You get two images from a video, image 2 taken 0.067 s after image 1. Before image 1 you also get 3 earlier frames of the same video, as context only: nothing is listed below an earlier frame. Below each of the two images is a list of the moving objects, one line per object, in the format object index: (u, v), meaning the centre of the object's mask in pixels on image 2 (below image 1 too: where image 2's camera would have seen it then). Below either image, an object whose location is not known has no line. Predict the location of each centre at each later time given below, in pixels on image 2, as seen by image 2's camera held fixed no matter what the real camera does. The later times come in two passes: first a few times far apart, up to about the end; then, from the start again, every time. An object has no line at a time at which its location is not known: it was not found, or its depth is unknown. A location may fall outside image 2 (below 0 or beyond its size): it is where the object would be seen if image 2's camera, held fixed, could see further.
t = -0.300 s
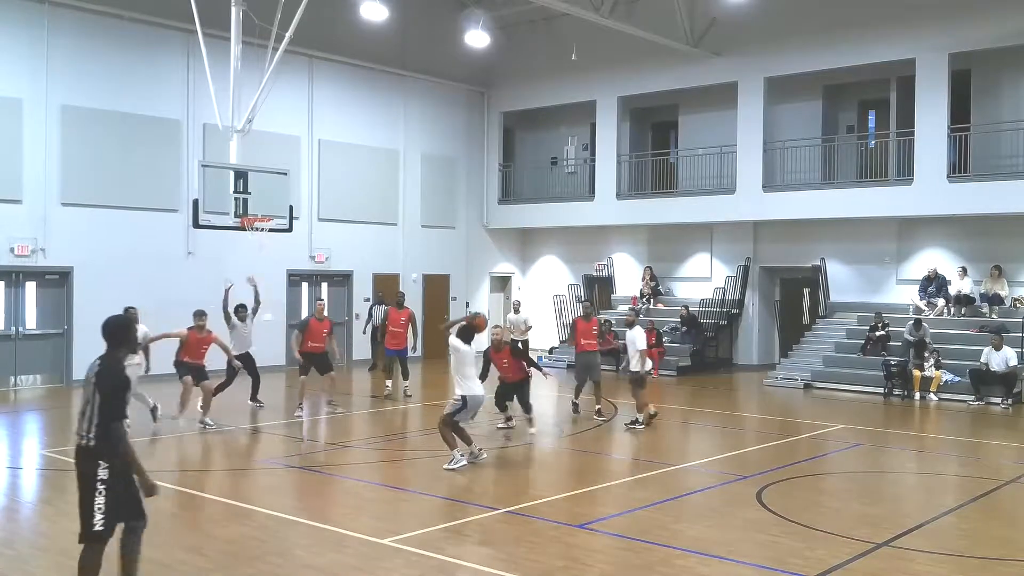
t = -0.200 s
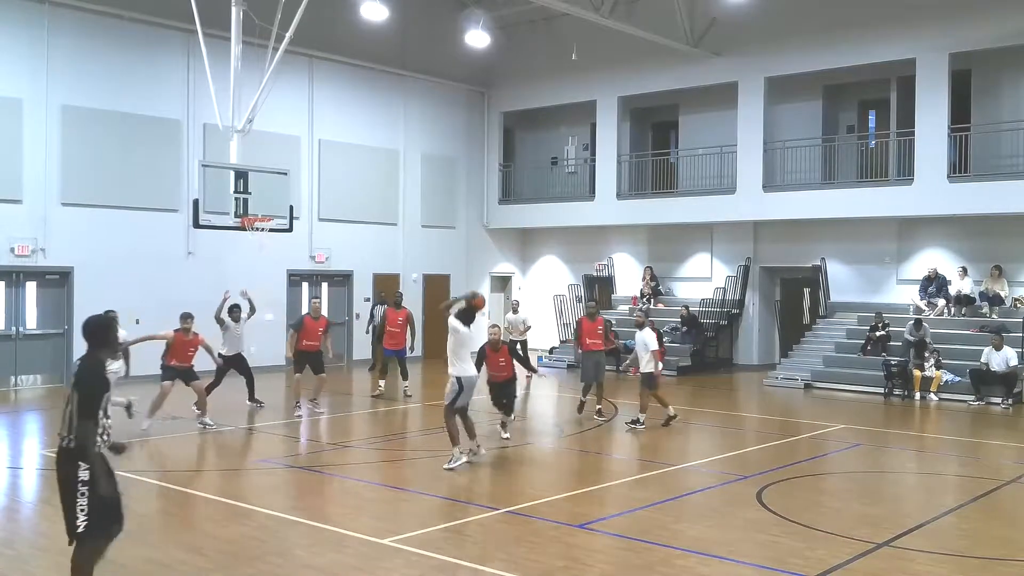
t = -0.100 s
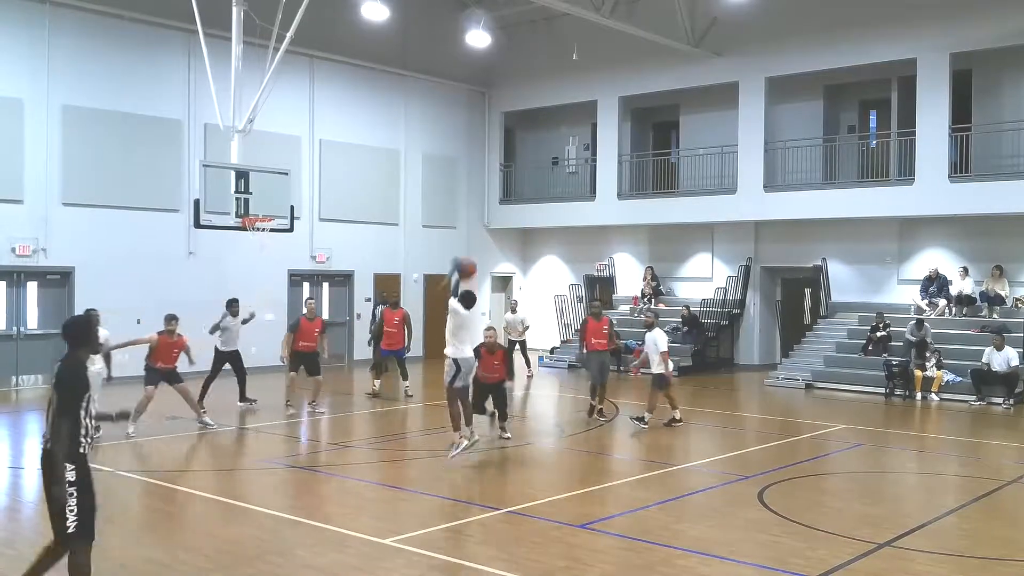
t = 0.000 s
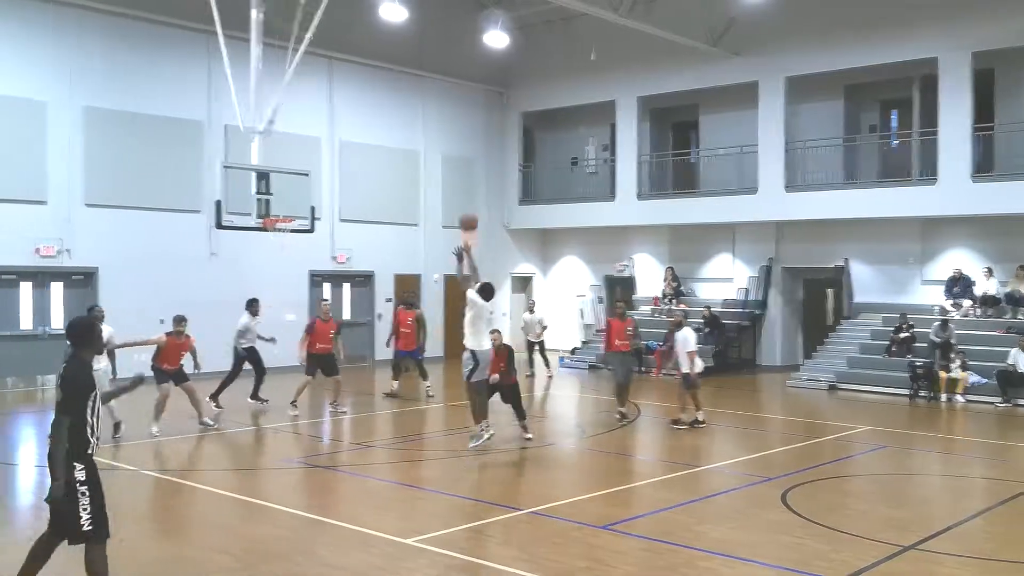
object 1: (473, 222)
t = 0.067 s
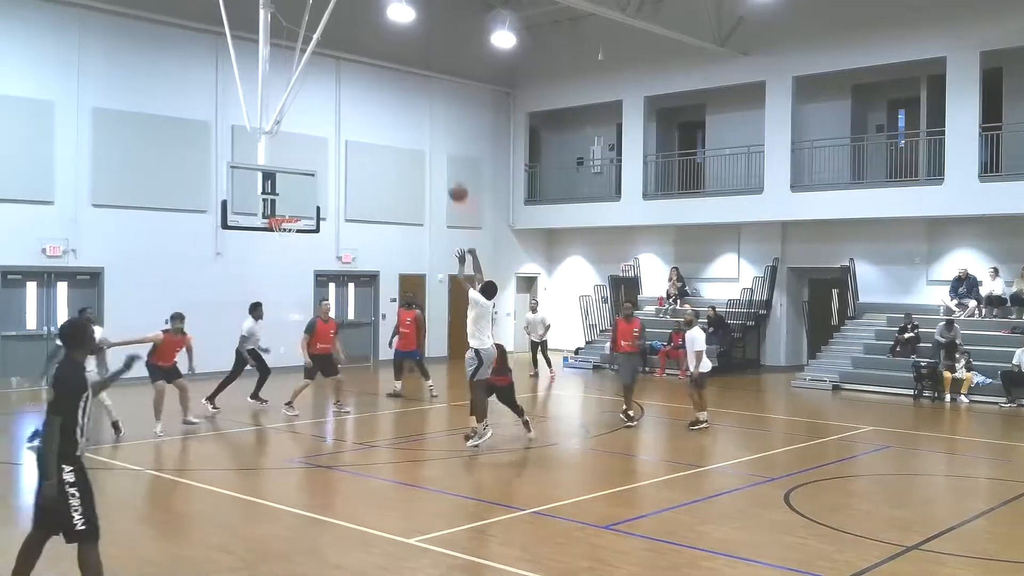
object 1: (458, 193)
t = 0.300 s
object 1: (410, 124)
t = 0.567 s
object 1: (365, 103)
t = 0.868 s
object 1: (323, 135)
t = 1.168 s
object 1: (288, 213)
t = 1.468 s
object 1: (276, 257)
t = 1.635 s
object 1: (272, 290)
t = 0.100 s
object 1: (451, 180)
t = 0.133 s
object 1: (444, 168)
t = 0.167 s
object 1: (437, 157)
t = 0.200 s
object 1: (430, 147)
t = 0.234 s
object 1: (423, 138)
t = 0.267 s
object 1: (417, 131)
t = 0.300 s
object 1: (410, 124)
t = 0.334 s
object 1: (404, 118)
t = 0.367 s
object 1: (397, 114)
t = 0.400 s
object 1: (391, 110)
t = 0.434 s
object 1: (386, 107)
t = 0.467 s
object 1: (381, 105)
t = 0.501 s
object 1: (375, 103)
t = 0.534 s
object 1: (370, 102)
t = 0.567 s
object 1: (365, 103)
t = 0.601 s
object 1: (360, 103)
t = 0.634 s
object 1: (355, 105)
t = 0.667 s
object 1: (350, 107)
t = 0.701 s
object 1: (345, 110)
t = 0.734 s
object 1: (341, 114)
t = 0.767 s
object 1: (336, 118)
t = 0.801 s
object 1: (332, 123)
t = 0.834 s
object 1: (327, 129)
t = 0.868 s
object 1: (323, 135)
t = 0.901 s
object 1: (318, 142)
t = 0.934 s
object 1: (314, 149)
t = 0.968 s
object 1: (310, 157)
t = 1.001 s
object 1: (306, 165)
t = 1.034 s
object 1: (303, 174)
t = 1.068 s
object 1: (299, 184)
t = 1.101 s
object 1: (295, 194)
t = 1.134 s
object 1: (292, 204)
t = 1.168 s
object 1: (288, 213)
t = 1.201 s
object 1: (285, 226)
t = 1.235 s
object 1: (281, 235)
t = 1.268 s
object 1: (281, 236)
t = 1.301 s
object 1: (280, 238)
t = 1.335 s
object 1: (279, 241)
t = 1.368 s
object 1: (278, 244)
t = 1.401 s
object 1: (277, 248)
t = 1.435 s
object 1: (277, 252)
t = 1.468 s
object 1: (276, 257)
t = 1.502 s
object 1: (275, 263)
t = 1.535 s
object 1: (274, 269)
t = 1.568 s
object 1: (274, 276)
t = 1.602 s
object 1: (273, 283)
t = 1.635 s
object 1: (272, 290)
